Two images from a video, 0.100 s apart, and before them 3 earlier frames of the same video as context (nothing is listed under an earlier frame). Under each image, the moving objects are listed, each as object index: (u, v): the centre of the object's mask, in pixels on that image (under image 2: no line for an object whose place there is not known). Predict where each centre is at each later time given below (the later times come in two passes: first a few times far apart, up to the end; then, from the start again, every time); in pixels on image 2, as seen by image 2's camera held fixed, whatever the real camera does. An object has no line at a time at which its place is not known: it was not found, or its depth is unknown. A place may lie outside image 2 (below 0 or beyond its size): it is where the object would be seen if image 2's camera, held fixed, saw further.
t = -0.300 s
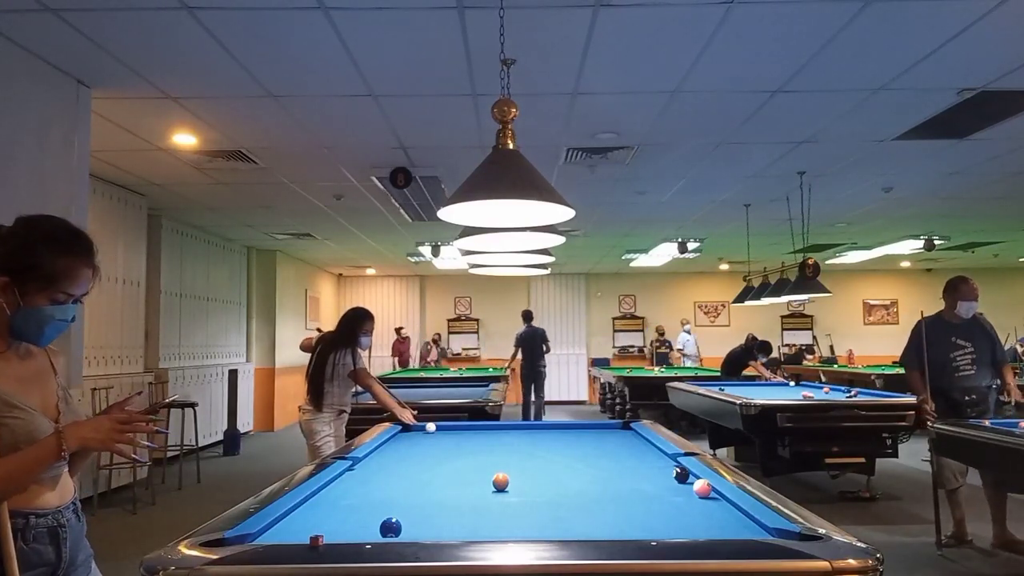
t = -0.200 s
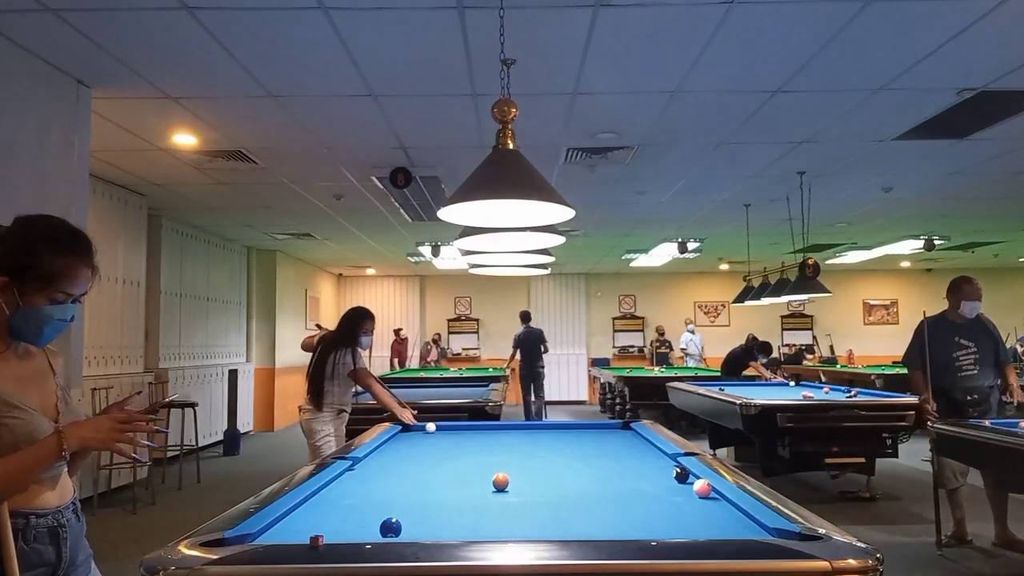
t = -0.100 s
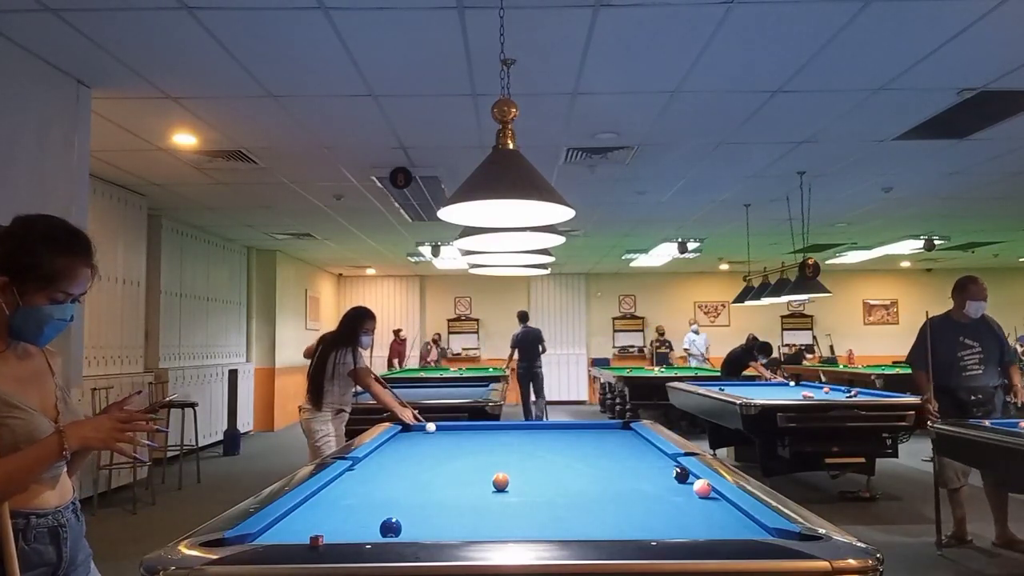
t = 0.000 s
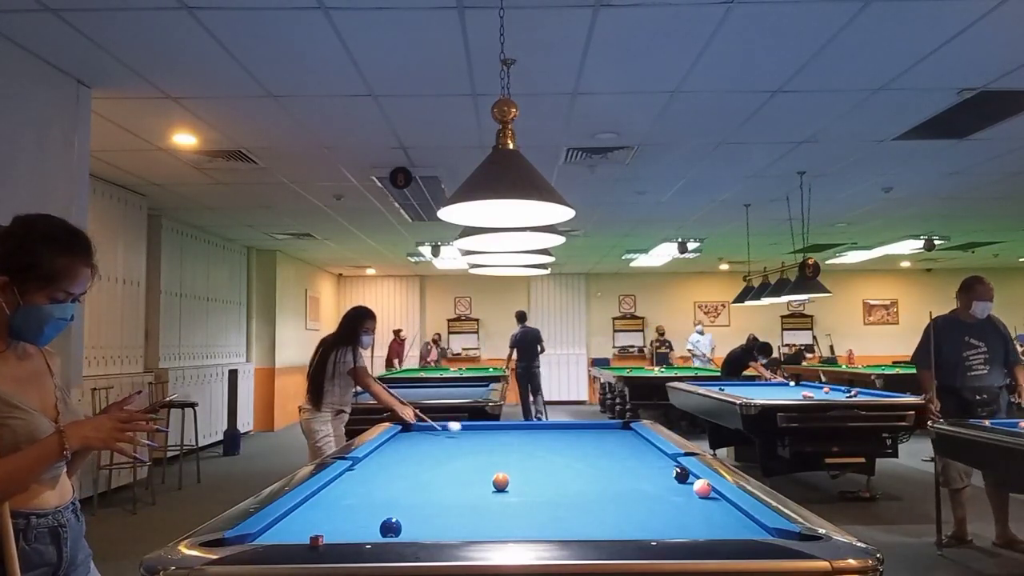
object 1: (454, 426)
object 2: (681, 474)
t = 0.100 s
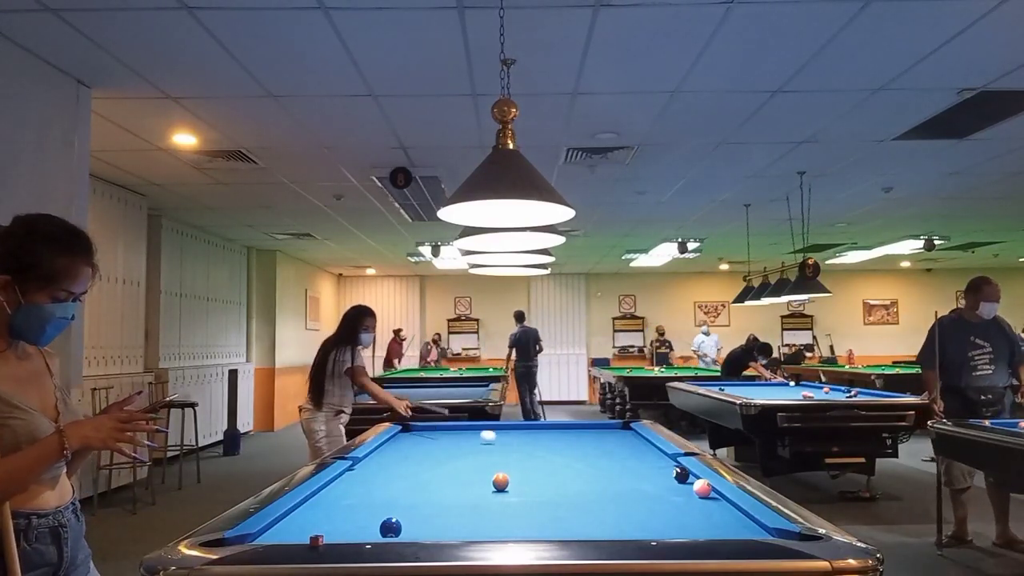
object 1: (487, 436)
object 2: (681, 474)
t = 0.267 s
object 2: (681, 474)
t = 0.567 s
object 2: (672, 478)
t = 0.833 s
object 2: (593, 490)
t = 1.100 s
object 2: (509, 502)
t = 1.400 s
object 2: (403, 516)
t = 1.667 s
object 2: (289, 532)
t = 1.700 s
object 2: (274, 533)
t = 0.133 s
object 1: (499, 438)
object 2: (681, 474)
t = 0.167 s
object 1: (512, 442)
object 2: (681, 474)
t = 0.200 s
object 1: (524, 444)
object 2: (681, 474)
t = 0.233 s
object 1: (537, 446)
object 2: (681, 474)
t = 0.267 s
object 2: (681, 474)
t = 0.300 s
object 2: (681, 474)
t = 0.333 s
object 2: (681, 474)
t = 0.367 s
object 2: (681, 474)
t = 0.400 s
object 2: (681, 474)
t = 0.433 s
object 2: (681, 474)
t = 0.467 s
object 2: (681, 474)
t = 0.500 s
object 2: (681, 474)
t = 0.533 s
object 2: (684, 476)
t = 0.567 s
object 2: (672, 478)
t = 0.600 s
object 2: (661, 479)
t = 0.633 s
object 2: (652, 481)
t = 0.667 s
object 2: (642, 483)
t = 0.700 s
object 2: (632, 484)
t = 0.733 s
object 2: (622, 486)
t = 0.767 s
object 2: (613, 487)
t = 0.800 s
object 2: (604, 488)
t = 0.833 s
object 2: (593, 490)
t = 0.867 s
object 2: (584, 491)
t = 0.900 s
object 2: (573, 493)
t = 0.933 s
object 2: (563, 494)
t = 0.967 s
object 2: (553, 496)
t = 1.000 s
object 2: (542, 497)
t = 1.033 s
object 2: (532, 499)
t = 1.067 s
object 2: (521, 500)
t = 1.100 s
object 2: (509, 502)
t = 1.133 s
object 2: (498, 503)
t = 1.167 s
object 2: (486, 506)
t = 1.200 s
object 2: (475, 507)
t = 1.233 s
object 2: (463, 509)
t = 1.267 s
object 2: (452, 511)
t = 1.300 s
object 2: (439, 513)
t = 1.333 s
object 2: (427, 515)
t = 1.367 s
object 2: (414, 516)
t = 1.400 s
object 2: (403, 516)
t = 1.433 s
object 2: (386, 515)
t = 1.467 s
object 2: (374, 522)
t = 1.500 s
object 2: (361, 524)
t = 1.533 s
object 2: (346, 526)
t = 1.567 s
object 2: (333, 528)
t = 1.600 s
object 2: (319, 528)
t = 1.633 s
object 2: (303, 530)
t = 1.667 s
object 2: (289, 532)
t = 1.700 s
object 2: (274, 533)
